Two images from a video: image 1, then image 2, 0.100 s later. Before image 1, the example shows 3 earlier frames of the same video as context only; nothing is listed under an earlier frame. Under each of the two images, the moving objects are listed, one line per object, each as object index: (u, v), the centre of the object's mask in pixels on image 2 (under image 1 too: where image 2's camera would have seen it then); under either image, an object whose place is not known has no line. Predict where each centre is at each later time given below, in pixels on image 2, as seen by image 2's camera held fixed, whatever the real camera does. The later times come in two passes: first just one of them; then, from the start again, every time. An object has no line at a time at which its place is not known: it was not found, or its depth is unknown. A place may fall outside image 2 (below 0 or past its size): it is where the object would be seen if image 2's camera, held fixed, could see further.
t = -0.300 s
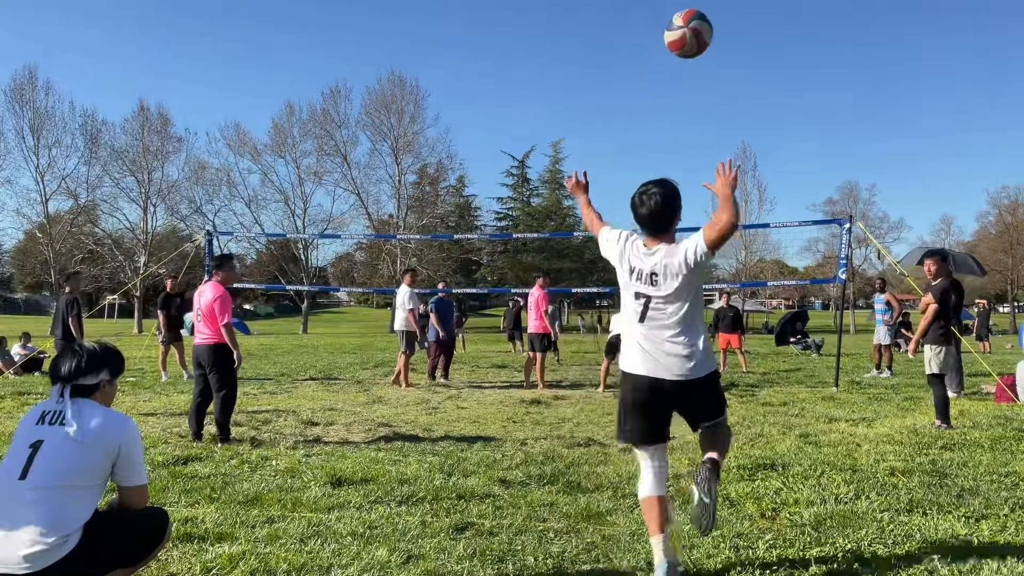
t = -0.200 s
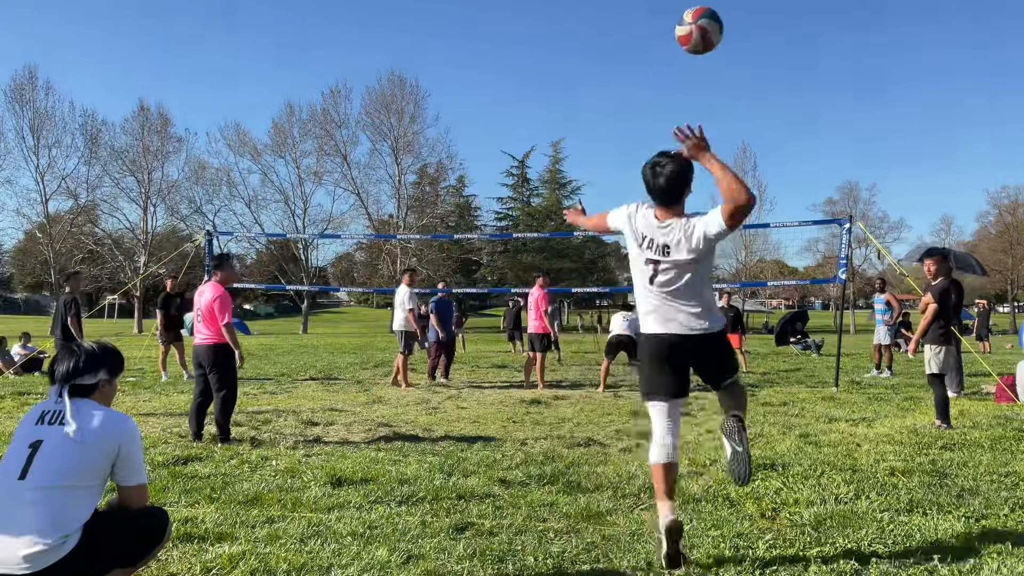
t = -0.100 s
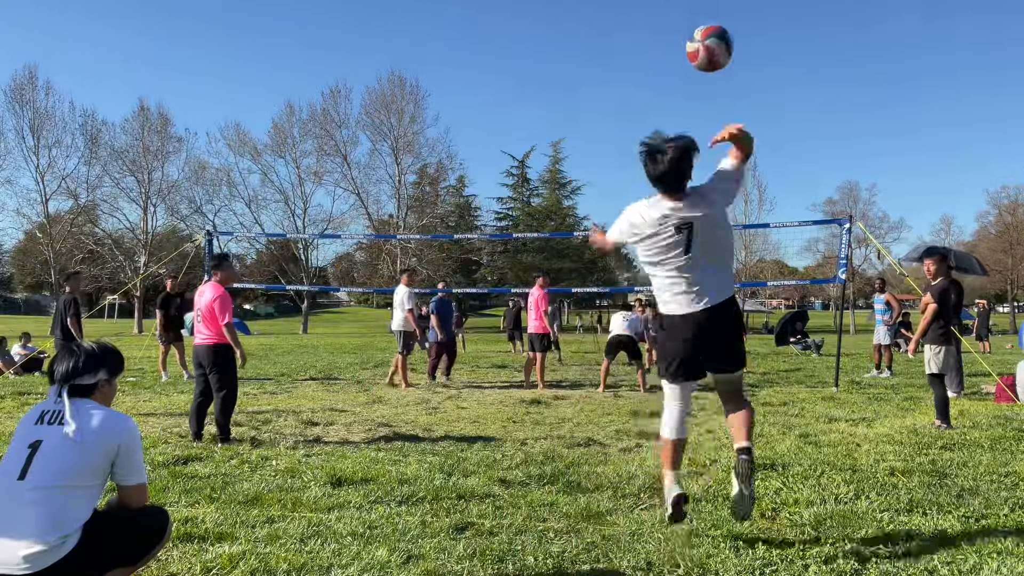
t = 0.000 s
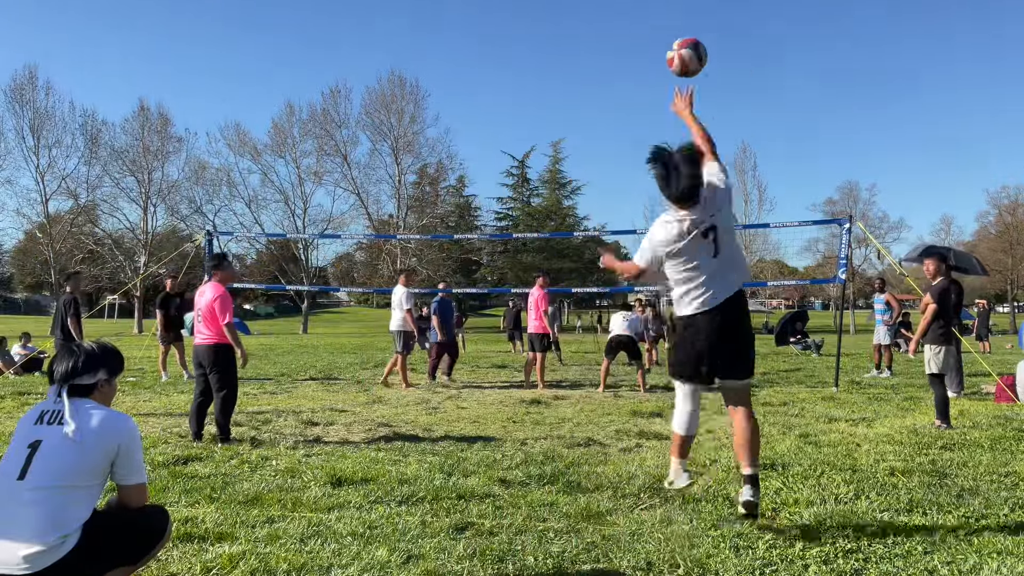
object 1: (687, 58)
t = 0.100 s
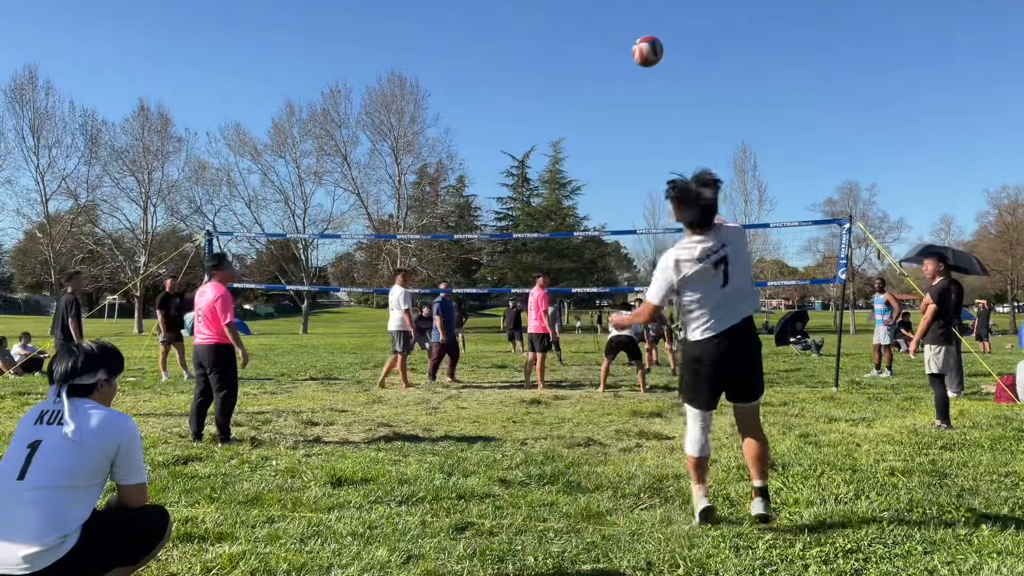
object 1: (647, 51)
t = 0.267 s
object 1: (611, 65)
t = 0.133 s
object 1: (638, 52)
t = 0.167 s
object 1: (630, 54)
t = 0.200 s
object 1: (622, 57)
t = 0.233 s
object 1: (616, 60)
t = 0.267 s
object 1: (611, 65)
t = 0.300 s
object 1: (606, 69)
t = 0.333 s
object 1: (603, 74)
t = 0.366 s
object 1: (600, 79)
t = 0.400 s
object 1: (597, 85)
